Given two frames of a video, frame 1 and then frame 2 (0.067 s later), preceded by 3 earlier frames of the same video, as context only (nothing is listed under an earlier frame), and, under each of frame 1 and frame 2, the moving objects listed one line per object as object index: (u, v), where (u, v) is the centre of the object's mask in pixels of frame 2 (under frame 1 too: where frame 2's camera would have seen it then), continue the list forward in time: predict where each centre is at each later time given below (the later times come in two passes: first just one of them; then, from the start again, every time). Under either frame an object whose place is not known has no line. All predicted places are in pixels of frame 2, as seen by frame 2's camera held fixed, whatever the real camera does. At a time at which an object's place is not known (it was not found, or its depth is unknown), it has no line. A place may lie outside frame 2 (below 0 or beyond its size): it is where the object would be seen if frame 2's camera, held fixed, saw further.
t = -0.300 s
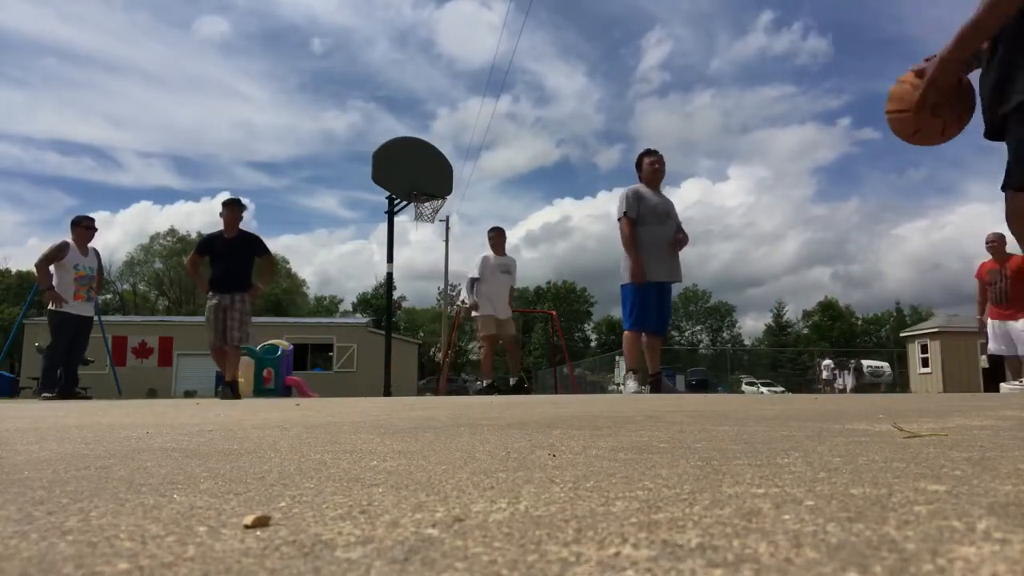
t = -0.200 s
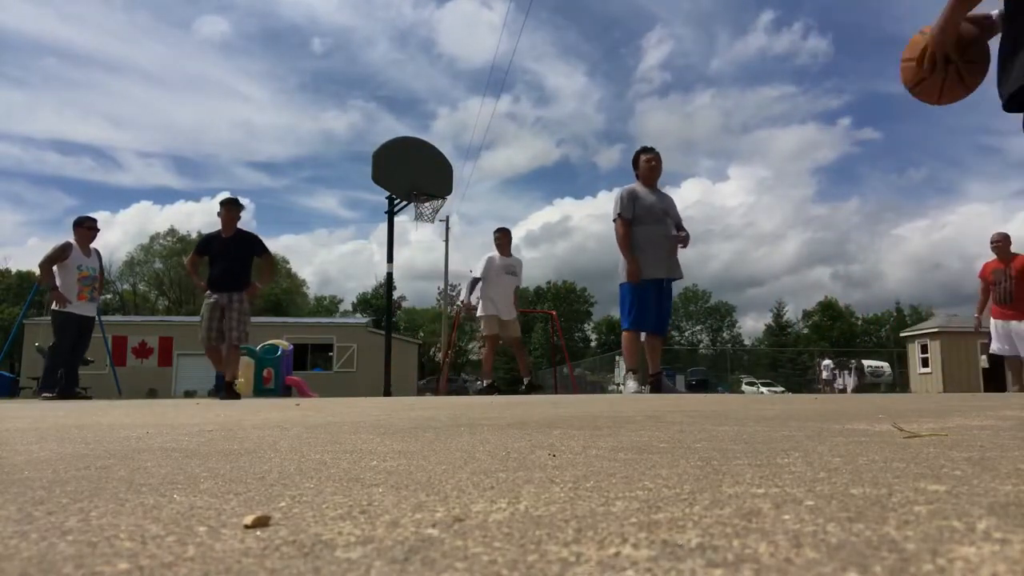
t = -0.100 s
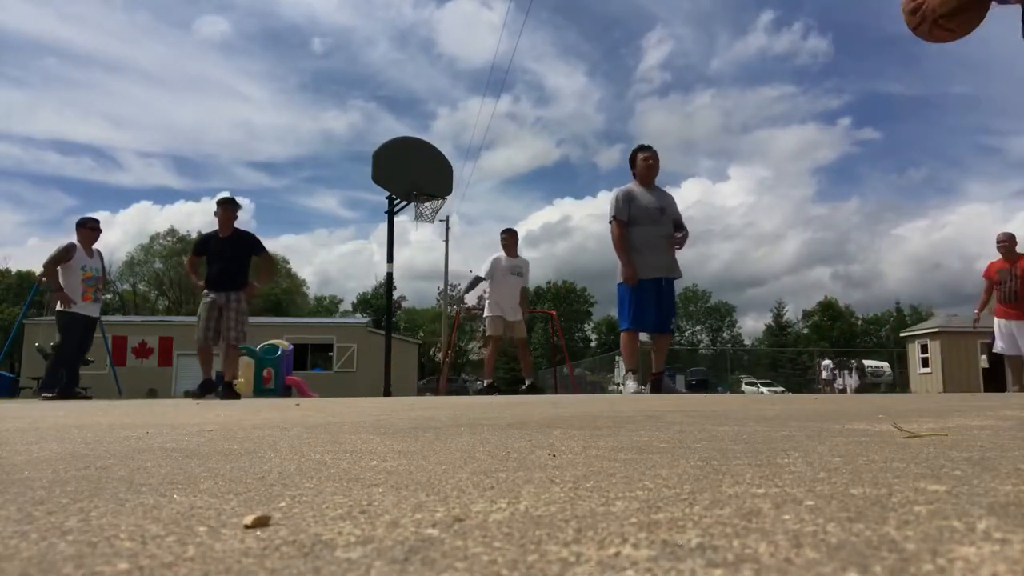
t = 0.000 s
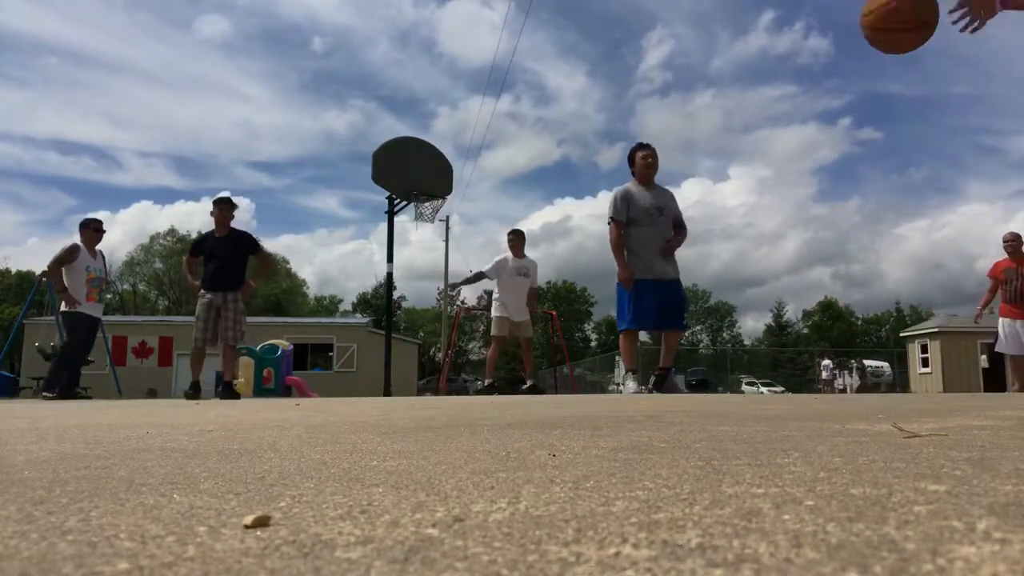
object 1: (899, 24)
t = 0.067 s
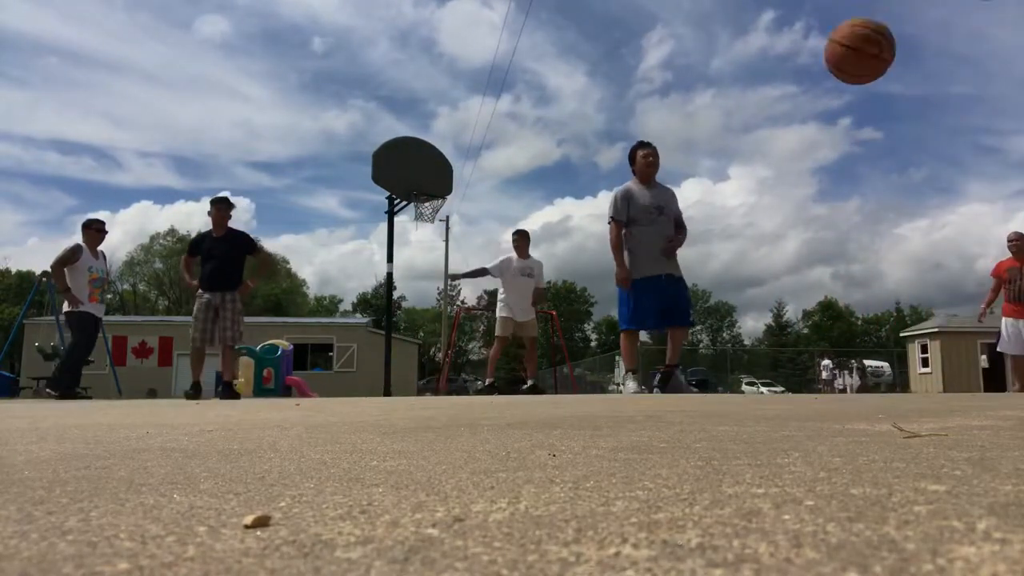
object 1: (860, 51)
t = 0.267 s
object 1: (773, 180)
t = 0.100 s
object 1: (842, 70)
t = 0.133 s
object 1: (826, 90)
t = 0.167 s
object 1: (812, 111)
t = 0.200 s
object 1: (798, 133)
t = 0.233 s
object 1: (785, 156)
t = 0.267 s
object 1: (773, 180)
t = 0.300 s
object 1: (762, 205)
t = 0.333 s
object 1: (752, 230)
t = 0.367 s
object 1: (742, 257)
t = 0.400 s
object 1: (733, 284)
